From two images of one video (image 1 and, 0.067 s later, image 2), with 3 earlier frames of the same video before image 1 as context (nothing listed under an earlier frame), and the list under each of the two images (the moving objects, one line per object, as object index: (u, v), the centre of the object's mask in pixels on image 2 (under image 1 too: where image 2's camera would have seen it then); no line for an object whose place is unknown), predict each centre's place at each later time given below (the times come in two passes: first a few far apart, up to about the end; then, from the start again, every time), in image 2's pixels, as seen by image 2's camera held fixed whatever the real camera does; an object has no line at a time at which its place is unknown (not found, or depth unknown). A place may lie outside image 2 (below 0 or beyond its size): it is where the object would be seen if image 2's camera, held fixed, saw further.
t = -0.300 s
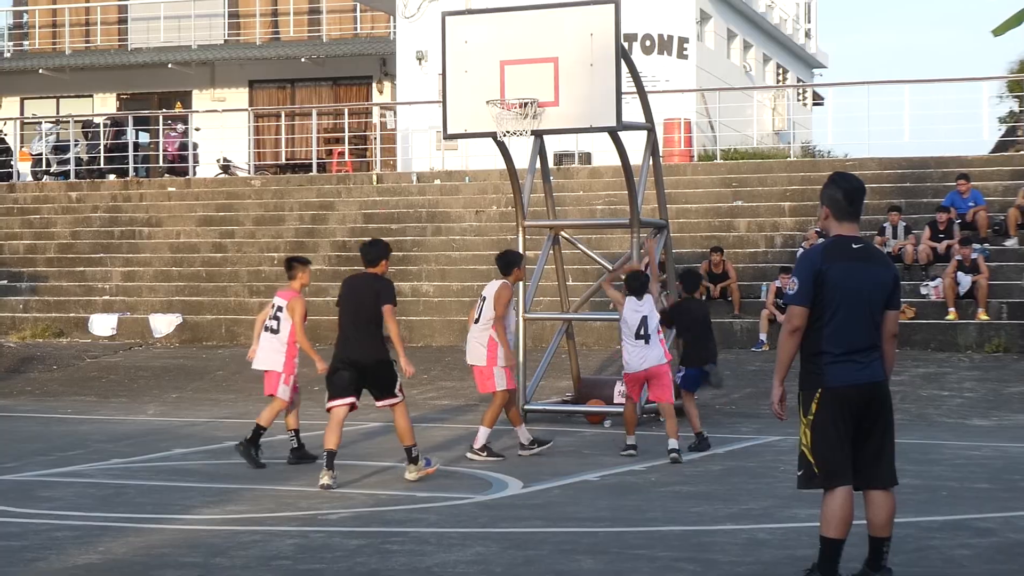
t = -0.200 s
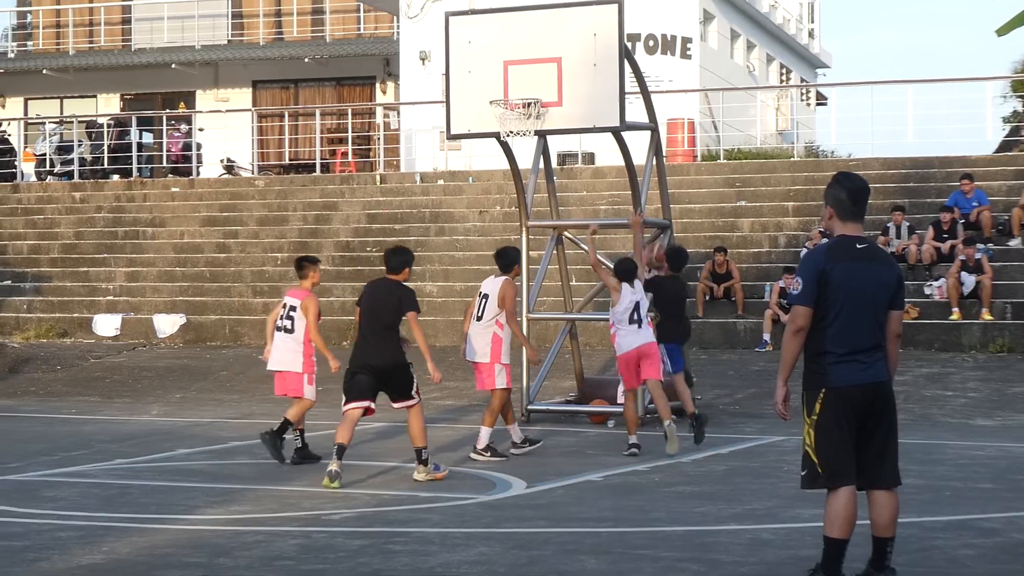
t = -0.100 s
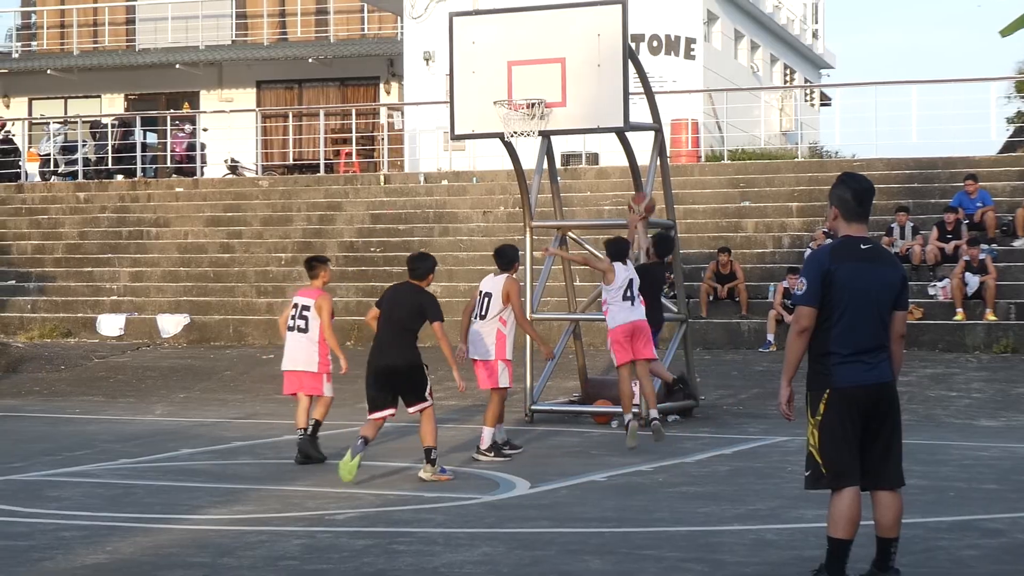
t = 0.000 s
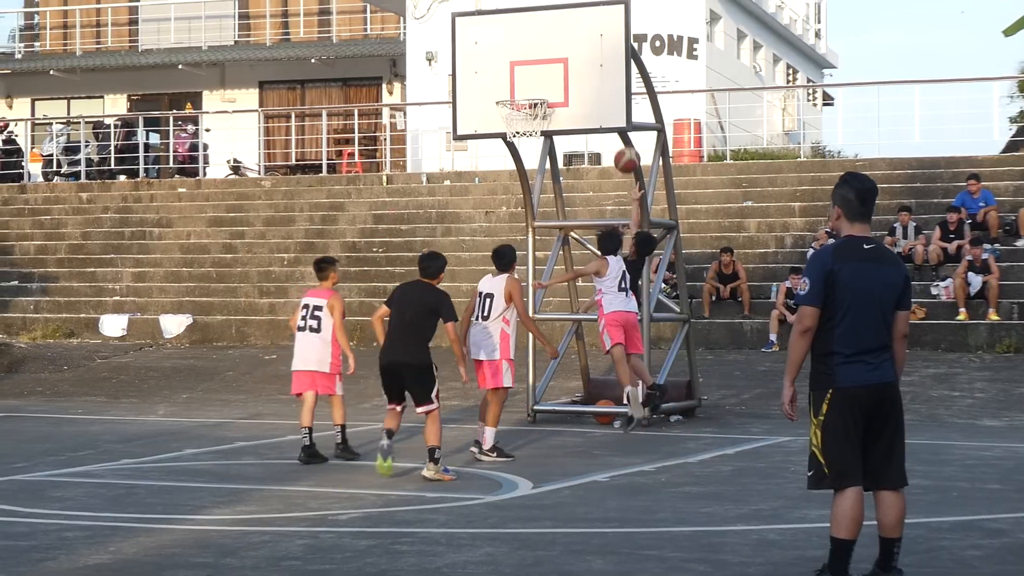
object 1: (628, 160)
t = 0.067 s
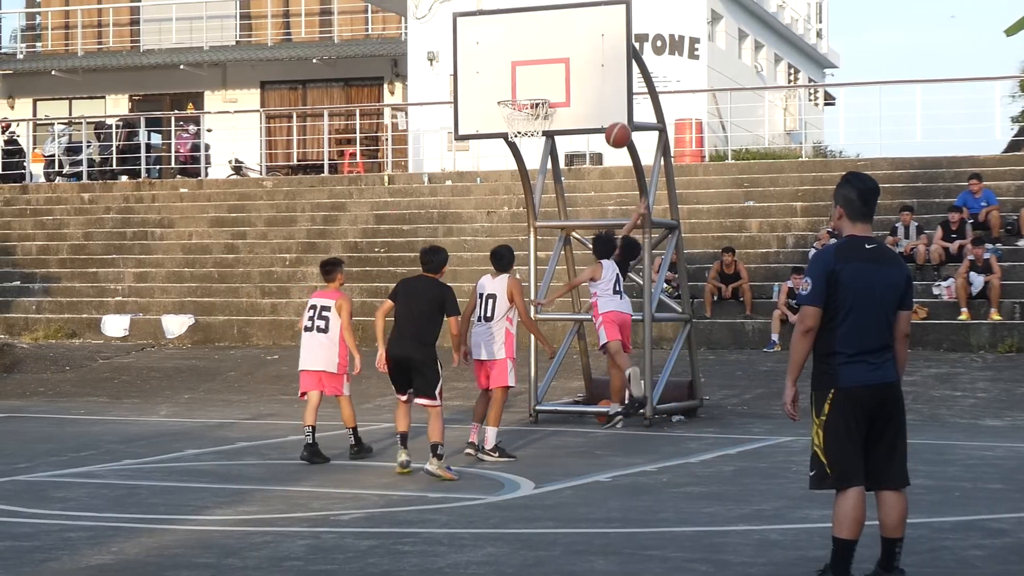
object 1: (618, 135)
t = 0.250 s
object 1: (591, 94)
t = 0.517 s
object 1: (558, 94)
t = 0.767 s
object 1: (564, 100)
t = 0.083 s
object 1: (615, 130)
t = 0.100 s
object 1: (613, 125)
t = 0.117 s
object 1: (611, 120)
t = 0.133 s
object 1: (608, 115)
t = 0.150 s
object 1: (606, 112)
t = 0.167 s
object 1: (604, 108)
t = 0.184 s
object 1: (601, 104)
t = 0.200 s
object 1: (598, 101)
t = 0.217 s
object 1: (596, 99)
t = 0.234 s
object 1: (594, 96)
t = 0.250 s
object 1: (591, 94)
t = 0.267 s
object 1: (589, 92)
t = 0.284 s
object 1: (587, 90)
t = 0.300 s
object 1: (584, 89)
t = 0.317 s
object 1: (582, 88)
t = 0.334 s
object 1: (580, 88)
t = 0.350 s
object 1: (577, 87)
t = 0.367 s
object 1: (575, 87)
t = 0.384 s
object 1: (573, 87)
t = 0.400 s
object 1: (570, 88)
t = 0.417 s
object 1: (568, 89)
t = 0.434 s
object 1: (566, 91)
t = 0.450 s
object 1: (564, 91)
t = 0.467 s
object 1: (562, 92)
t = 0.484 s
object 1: (560, 93)
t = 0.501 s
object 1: (558, 93)
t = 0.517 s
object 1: (558, 94)
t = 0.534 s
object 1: (558, 92)
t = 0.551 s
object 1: (558, 90)
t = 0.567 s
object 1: (559, 89)
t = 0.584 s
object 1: (559, 88)
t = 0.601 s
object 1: (559, 88)
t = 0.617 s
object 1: (560, 88)
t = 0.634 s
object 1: (560, 88)
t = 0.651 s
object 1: (561, 89)
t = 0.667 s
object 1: (562, 90)
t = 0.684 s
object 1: (562, 91)
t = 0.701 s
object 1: (563, 93)
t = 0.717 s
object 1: (563, 94)
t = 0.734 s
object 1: (564, 96)
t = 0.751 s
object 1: (564, 98)
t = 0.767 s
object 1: (564, 100)
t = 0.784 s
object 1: (565, 103)
